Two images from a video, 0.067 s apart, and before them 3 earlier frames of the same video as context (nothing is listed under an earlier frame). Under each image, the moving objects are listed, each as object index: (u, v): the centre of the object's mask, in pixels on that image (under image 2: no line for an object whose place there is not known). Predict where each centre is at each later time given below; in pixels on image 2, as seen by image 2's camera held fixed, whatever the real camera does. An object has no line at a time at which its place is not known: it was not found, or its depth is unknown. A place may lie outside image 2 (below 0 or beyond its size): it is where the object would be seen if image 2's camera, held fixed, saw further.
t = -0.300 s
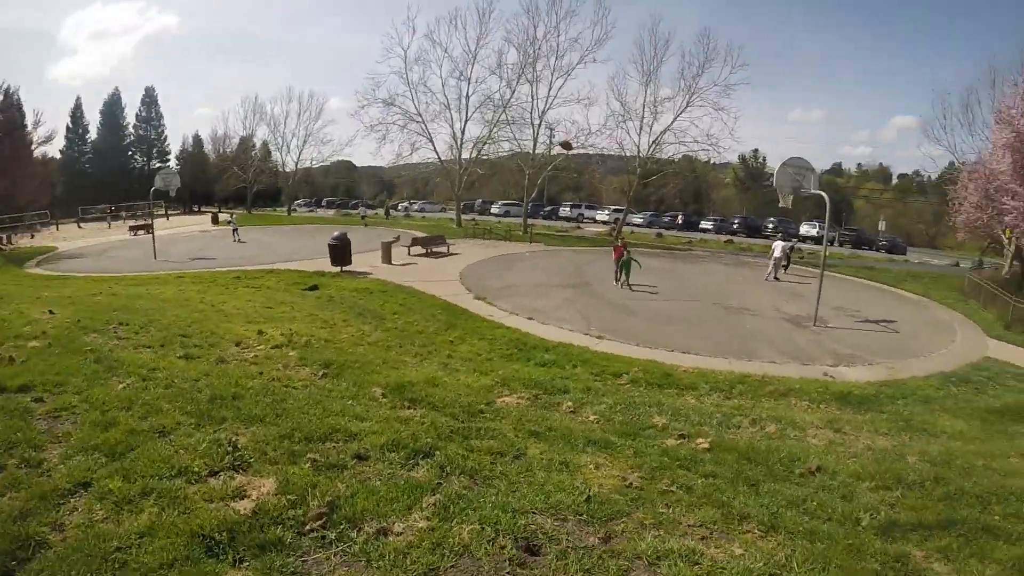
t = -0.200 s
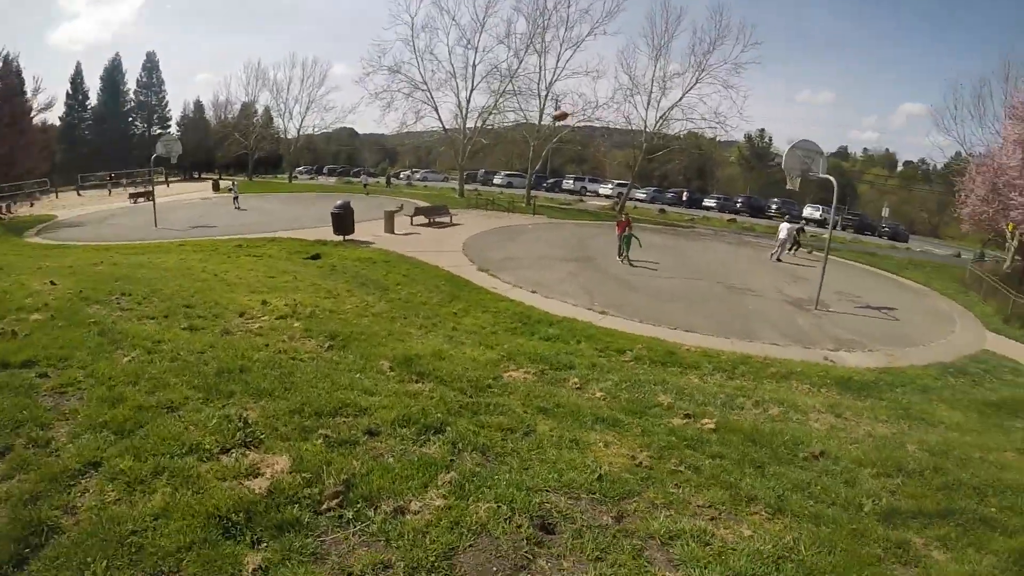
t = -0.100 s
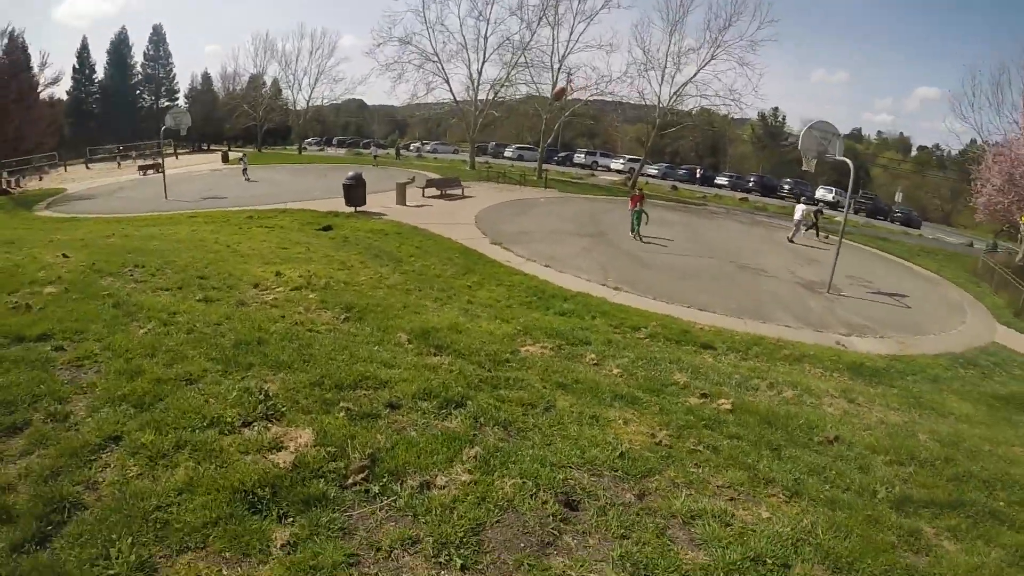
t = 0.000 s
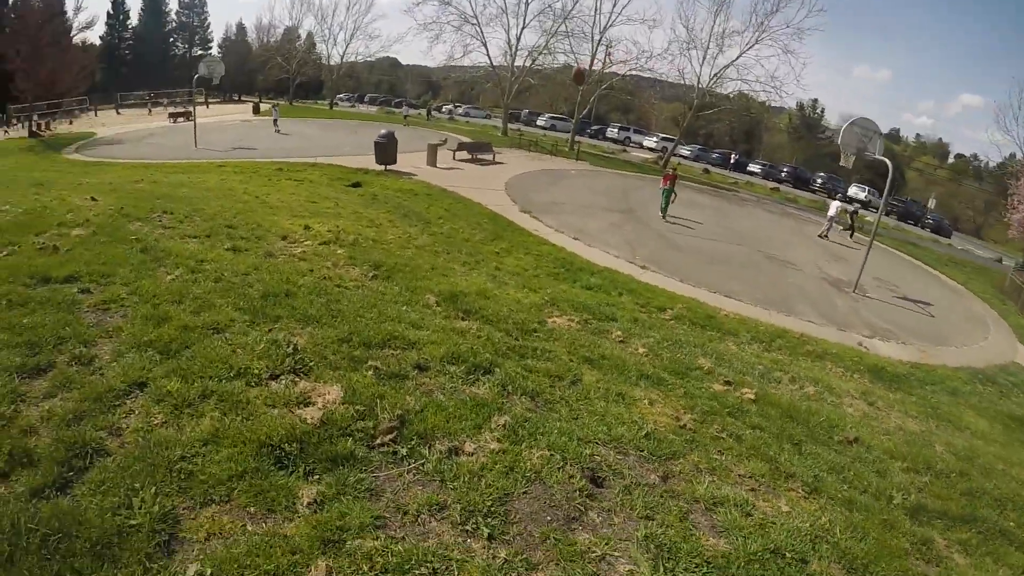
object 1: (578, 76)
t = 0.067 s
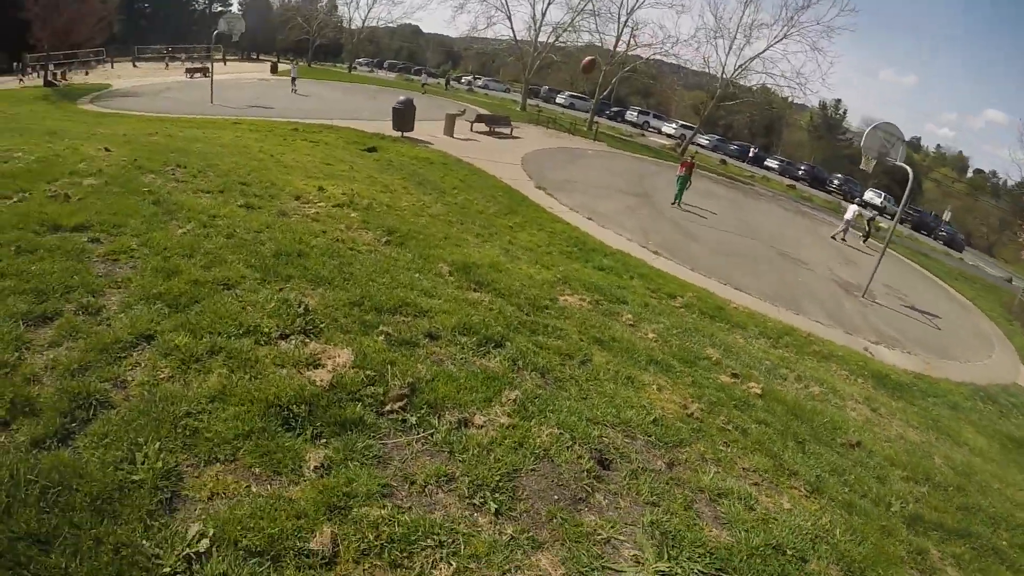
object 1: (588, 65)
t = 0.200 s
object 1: (553, 104)
